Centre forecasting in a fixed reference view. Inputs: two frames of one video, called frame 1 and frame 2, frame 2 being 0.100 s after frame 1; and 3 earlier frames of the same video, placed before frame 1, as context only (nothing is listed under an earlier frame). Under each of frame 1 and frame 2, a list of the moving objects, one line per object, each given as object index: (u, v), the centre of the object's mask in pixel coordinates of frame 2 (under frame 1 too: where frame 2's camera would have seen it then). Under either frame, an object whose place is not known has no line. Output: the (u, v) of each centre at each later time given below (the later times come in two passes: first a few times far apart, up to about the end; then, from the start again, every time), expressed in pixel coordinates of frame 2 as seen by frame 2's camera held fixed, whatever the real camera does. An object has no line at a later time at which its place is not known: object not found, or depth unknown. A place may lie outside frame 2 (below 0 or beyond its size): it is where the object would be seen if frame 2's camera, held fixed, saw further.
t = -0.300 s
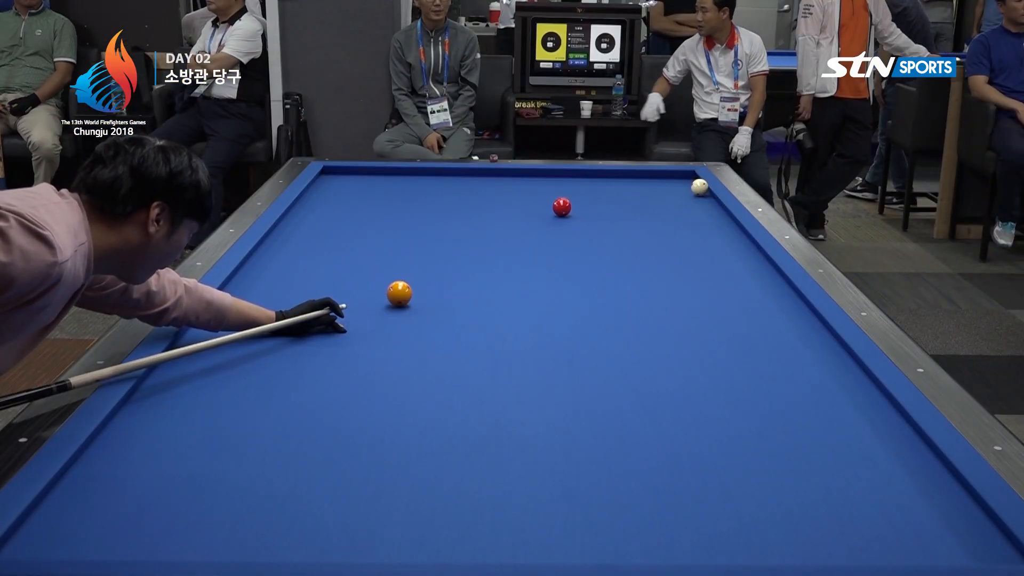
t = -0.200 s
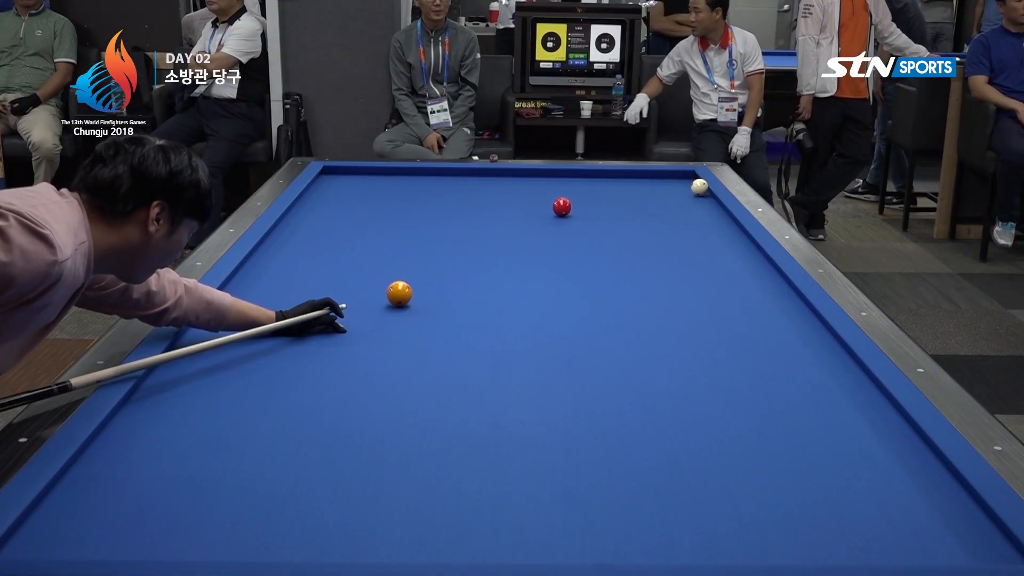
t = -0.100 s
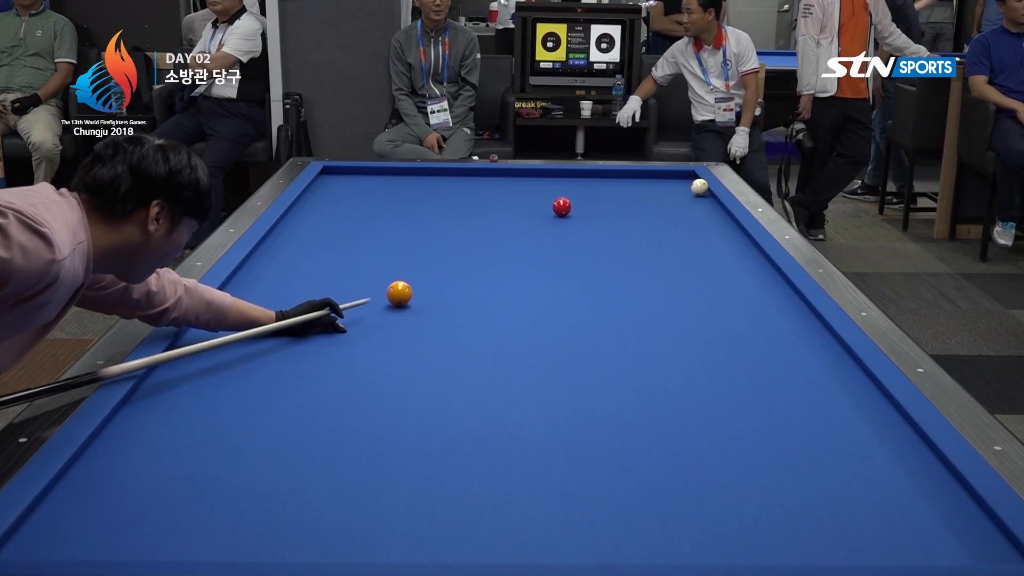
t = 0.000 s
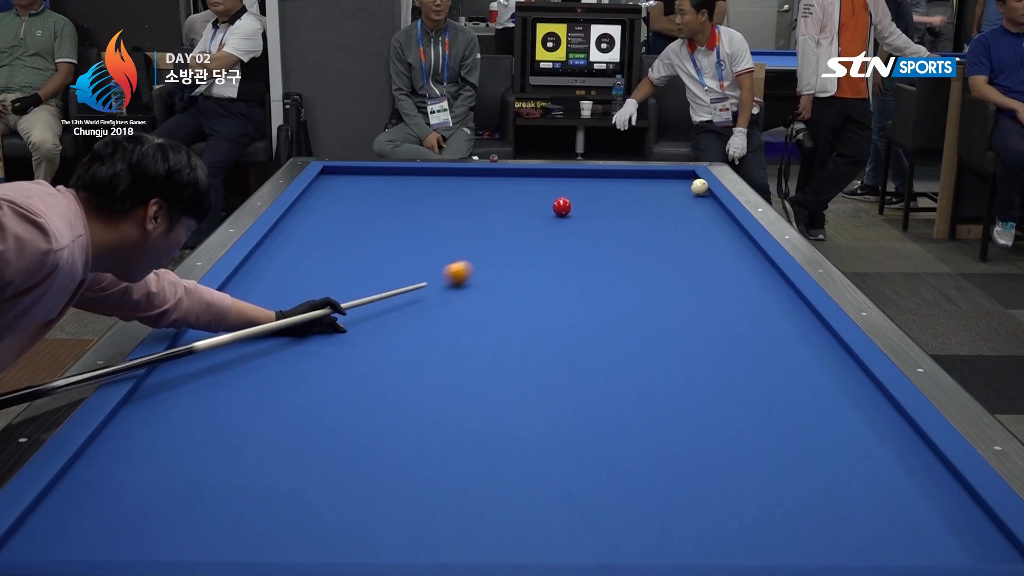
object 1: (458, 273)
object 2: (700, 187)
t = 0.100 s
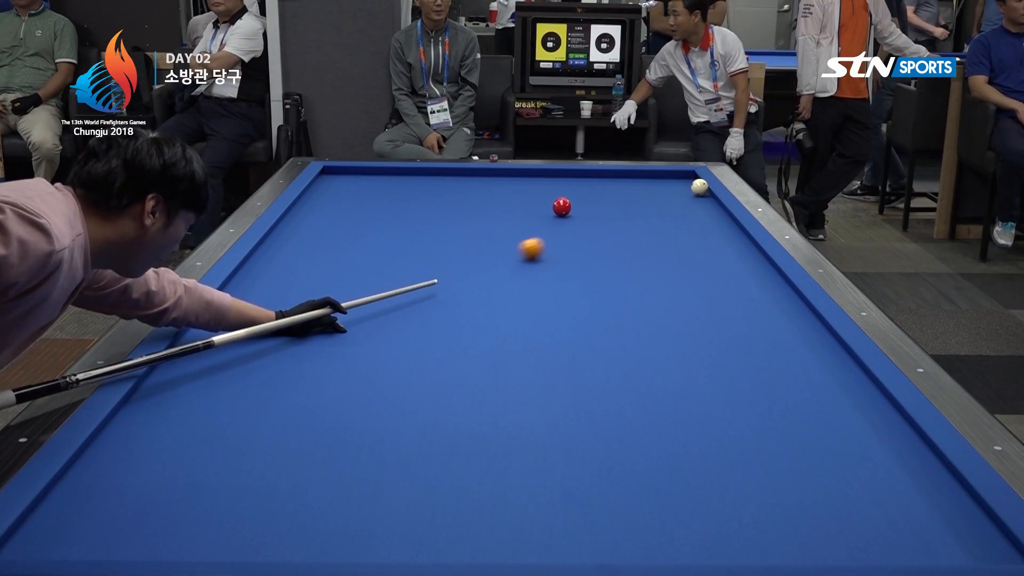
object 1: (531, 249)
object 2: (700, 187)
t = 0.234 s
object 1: (609, 223)
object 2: (700, 187)
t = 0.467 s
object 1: (701, 190)
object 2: (697, 182)
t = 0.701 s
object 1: (618, 188)
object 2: (681, 176)
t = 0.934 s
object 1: (557, 183)
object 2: (684, 188)
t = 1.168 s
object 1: (507, 177)
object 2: (687, 199)
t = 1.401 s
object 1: (461, 171)
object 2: (690, 212)
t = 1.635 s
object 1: (420, 172)
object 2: (693, 225)
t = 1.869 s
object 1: (380, 175)
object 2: (696, 241)
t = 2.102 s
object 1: (339, 177)
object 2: (700, 257)
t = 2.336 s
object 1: (335, 180)
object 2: (704, 276)
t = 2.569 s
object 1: (354, 185)
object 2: (708, 296)
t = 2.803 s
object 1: (374, 189)
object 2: (713, 319)
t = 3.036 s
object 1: (393, 193)
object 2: (719, 345)
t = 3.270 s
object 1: (412, 197)
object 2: (726, 374)
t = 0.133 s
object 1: (553, 241)
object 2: (700, 187)
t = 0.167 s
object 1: (573, 235)
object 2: (700, 187)
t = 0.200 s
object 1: (592, 229)
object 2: (700, 187)
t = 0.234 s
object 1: (609, 223)
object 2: (700, 187)
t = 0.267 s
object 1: (626, 217)
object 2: (700, 187)
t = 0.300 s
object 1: (641, 212)
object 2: (700, 187)
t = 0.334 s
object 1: (656, 207)
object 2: (700, 187)
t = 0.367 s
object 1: (670, 202)
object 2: (700, 187)
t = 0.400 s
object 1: (683, 198)
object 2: (699, 187)
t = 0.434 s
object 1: (696, 194)
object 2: (701, 184)
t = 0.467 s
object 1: (701, 190)
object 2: (697, 182)
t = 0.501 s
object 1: (687, 191)
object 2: (695, 182)
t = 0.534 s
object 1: (675, 190)
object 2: (691, 180)
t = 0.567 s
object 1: (663, 190)
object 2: (687, 178)
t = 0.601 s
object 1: (651, 190)
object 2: (683, 175)
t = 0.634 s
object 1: (639, 189)
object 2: (680, 173)
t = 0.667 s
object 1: (629, 189)
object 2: (681, 174)
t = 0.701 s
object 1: (618, 188)
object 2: (681, 176)
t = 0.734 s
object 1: (608, 188)
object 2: (682, 178)
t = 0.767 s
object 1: (598, 187)
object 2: (682, 180)
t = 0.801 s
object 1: (589, 186)
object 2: (683, 181)
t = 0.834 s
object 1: (580, 186)
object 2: (683, 183)
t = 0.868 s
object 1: (572, 185)
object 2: (683, 184)
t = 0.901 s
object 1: (564, 184)
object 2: (684, 186)
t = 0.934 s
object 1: (557, 183)
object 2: (684, 188)
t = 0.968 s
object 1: (550, 182)
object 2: (684, 189)
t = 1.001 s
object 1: (542, 181)
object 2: (685, 191)
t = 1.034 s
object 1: (535, 180)
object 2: (685, 192)
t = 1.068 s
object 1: (528, 179)
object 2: (685, 194)
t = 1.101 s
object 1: (521, 178)
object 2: (686, 196)
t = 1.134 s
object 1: (514, 178)
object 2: (686, 198)
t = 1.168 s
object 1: (507, 177)
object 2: (687, 199)
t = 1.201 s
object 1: (501, 176)
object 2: (687, 201)
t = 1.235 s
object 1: (494, 175)
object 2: (688, 203)
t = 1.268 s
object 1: (487, 174)
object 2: (688, 205)
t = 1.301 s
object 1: (480, 173)
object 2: (688, 206)
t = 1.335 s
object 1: (474, 172)
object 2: (689, 208)
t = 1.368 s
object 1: (467, 172)
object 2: (689, 210)
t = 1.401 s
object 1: (461, 171)
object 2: (690, 212)
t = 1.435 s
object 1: (454, 170)
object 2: (690, 214)
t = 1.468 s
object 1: (449, 171)
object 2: (690, 216)
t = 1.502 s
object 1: (443, 171)
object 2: (691, 218)
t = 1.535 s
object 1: (437, 172)
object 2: (691, 220)
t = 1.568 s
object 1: (432, 172)
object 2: (692, 221)
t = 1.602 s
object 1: (426, 172)
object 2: (692, 223)
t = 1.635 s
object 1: (420, 172)
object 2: (693, 225)
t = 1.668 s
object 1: (415, 173)
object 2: (693, 228)
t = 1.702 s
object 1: (409, 173)
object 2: (694, 230)
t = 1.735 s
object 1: (403, 173)
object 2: (694, 232)
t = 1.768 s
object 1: (397, 174)
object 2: (695, 234)
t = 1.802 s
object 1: (391, 174)
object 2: (695, 236)
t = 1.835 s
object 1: (386, 174)
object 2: (696, 238)
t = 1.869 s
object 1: (380, 175)
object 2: (696, 241)
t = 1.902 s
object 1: (374, 175)
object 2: (697, 243)
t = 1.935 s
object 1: (368, 175)
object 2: (697, 245)
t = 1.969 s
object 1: (362, 176)
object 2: (698, 248)
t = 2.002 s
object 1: (356, 176)
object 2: (698, 250)
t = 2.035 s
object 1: (351, 176)
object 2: (699, 252)
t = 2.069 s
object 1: (345, 177)
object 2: (699, 255)
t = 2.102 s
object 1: (339, 177)
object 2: (700, 257)
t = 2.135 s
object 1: (333, 177)
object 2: (700, 260)
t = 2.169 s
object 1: (327, 178)
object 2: (701, 262)
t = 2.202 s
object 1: (322, 178)
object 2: (701, 265)
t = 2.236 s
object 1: (325, 179)
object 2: (702, 268)
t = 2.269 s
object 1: (329, 179)
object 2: (703, 270)
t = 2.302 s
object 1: (332, 180)
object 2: (703, 273)
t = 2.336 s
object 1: (335, 180)
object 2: (704, 276)
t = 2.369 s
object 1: (338, 181)
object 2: (704, 278)
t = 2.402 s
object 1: (341, 182)
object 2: (705, 281)
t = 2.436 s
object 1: (343, 182)
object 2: (706, 284)
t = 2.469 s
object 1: (346, 183)
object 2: (706, 287)
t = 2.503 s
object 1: (349, 183)
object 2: (707, 290)
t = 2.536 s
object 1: (352, 184)
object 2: (708, 293)
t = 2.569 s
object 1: (354, 185)
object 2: (708, 296)
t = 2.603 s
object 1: (357, 185)
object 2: (709, 299)
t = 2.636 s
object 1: (360, 186)
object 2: (710, 302)
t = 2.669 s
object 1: (363, 186)
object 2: (710, 306)
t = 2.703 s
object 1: (365, 187)
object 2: (711, 309)
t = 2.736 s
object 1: (368, 187)
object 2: (712, 312)
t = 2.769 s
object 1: (371, 188)
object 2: (713, 316)
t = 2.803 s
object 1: (374, 189)
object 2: (713, 319)
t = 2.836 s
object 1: (376, 189)
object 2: (714, 323)
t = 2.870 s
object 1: (379, 190)
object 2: (715, 326)
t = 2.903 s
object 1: (382, 190)
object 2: (716, 330)
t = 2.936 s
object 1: (384, 191)
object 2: (717, 333)
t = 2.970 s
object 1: (387, 192)
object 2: (717, 337)
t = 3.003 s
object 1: (390, 192)
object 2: (718, 341)
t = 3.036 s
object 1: (393, 193)
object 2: (719, 345)
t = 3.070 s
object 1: (396, 193)
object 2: (720, 348)
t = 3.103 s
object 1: (398, 194)
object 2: (721, 353)
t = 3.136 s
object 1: (401, 194)
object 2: (722, 357)
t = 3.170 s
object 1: (404, 195)
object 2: (723, 361)
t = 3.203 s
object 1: (407, 196)
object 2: (724, 365)
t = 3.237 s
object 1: (410, 196)
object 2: (725, 369)
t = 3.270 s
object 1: (412, 197)
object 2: (726, 374)
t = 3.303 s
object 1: (415, 197)
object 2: (726, 378)
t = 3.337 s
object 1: (418, 198)
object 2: (727, 383)
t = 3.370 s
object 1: (421, 199)
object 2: (729, 388)
